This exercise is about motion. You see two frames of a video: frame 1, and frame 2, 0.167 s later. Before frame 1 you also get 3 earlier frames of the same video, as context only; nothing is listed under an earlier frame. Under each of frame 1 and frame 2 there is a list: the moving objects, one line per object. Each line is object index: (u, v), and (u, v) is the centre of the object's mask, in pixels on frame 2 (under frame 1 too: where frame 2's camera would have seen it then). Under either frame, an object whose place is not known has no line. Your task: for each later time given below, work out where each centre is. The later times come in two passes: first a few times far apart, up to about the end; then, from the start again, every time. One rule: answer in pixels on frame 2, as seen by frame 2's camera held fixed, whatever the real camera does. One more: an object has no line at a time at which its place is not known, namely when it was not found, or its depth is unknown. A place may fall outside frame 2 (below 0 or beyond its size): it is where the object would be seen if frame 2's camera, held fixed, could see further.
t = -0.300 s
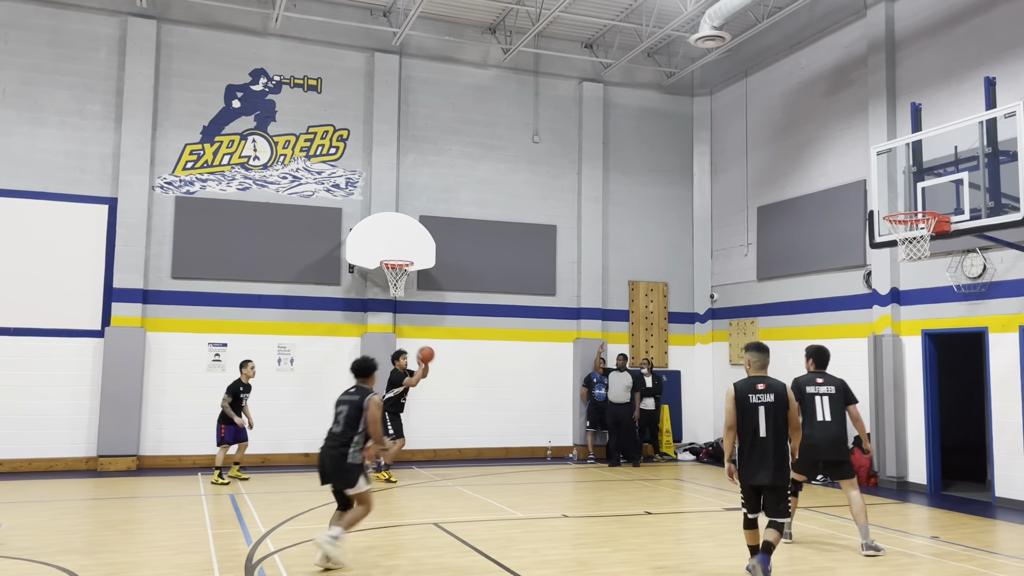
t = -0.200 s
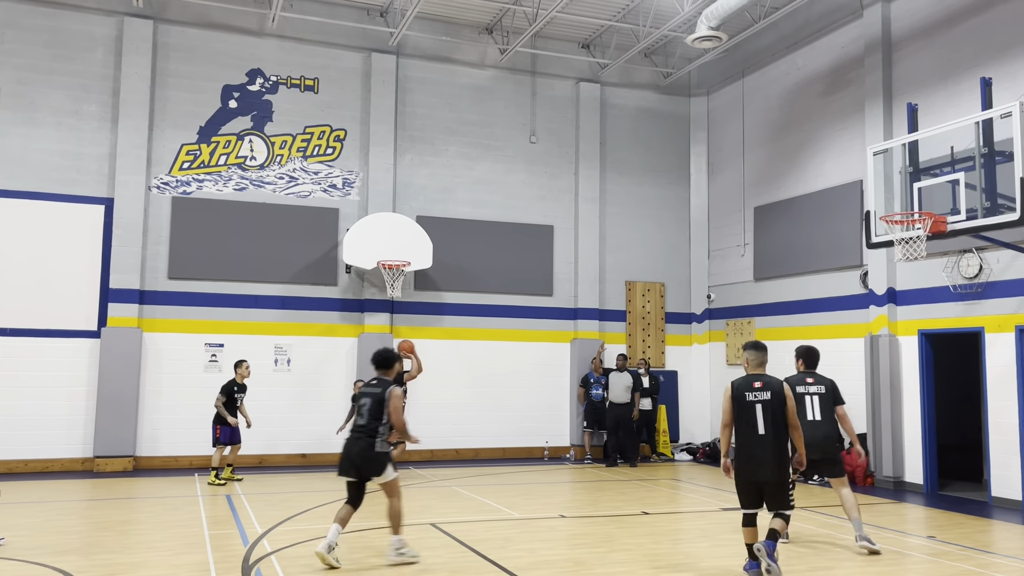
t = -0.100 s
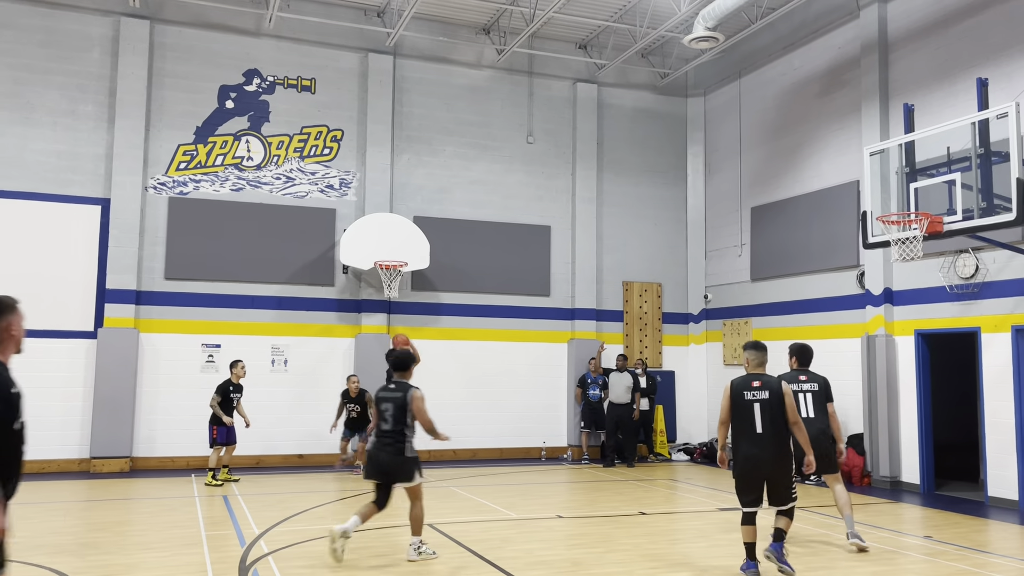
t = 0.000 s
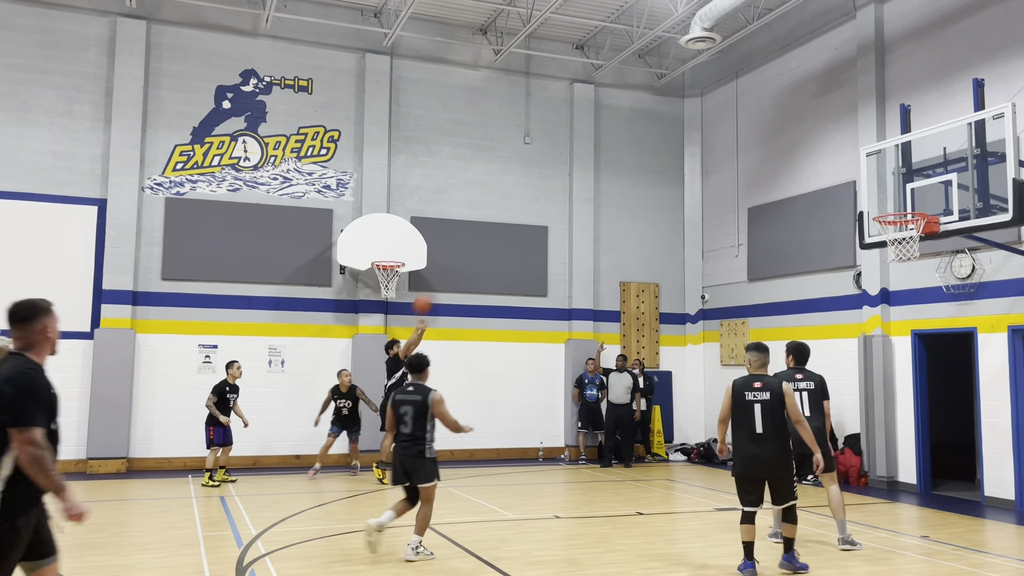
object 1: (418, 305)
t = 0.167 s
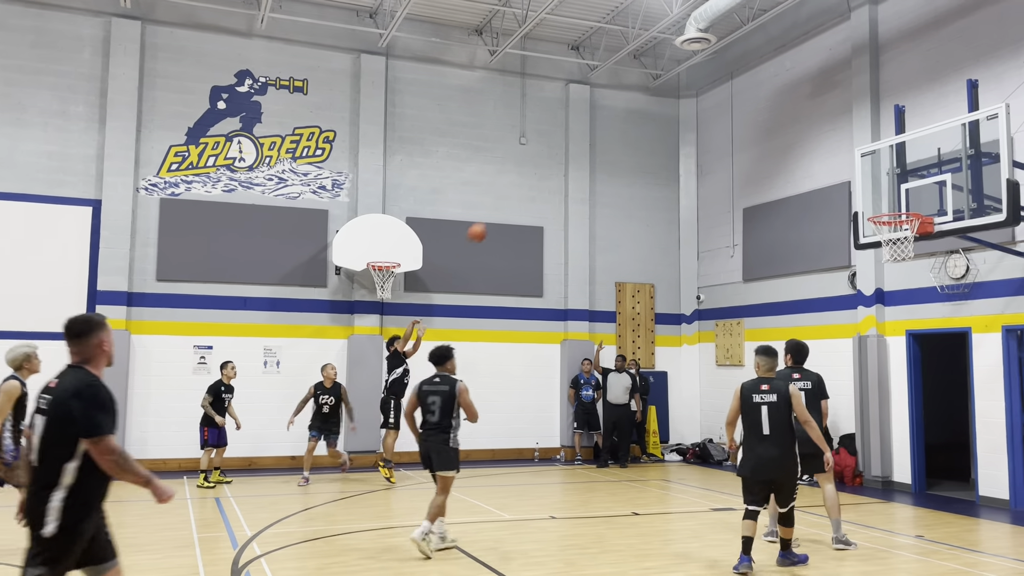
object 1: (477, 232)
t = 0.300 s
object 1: (527, 188)
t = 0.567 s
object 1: (635, 133)
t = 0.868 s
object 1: (775, 136)
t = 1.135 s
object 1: (907, 203)
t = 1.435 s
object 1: (813, 167)
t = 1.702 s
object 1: (747, 201)
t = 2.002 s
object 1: (686, 297)
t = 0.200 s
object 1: (489, 220)
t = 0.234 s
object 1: (502, 209)
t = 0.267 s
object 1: (514, 198)
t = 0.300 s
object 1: (527, 188)
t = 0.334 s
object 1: (540, 178)
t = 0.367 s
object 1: (554, 169)
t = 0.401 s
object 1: (566, 161)
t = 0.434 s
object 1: (580, 154)
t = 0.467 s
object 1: (594, 147)
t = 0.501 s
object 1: (607, 142)
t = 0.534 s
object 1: (621, 137)
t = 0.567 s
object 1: (635, 133)
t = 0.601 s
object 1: (650, 129)
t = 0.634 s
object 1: (665, 127)
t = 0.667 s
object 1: (680, 125)
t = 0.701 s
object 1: (695, 125)
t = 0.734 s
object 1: (710, 125)
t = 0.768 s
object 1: (726, 126)
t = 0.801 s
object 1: (742, 129)
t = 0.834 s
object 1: (759, 132)
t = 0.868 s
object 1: (775, 136)
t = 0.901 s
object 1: (791, 142)
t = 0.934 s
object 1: (808, 148)
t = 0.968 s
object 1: (826, 157)
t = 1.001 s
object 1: (844, 166)
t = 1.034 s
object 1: (863, 177)
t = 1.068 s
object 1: (882, 188)
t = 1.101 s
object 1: (902, 201)
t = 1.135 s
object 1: (907, 203)
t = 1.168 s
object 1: (896, 195)
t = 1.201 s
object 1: (884, 187)
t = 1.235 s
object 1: (873, 181)
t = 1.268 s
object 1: (863, 176)
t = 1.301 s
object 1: (852, 172)
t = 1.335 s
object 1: (842, 169)
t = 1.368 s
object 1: (832, 168)
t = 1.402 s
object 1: (822, 167)
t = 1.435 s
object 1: (813, 167)
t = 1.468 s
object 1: (804, 168)
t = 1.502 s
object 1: (795, 170)
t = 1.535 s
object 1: (787, 174)
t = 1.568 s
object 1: (778, 178)
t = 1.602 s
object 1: (770, 182)
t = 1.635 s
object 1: (762, 188)
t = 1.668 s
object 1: (754, 194)
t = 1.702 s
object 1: (747, 201)
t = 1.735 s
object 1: (739, 210)
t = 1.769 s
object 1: (732, 218)
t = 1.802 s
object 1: (725, 227)
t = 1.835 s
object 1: (718, 237)
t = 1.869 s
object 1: (712, 248)
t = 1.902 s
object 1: (705, 259)
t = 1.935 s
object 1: (699, 271)
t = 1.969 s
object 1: (693, 284)
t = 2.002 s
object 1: (686, 297)
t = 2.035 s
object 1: (680, 311)
